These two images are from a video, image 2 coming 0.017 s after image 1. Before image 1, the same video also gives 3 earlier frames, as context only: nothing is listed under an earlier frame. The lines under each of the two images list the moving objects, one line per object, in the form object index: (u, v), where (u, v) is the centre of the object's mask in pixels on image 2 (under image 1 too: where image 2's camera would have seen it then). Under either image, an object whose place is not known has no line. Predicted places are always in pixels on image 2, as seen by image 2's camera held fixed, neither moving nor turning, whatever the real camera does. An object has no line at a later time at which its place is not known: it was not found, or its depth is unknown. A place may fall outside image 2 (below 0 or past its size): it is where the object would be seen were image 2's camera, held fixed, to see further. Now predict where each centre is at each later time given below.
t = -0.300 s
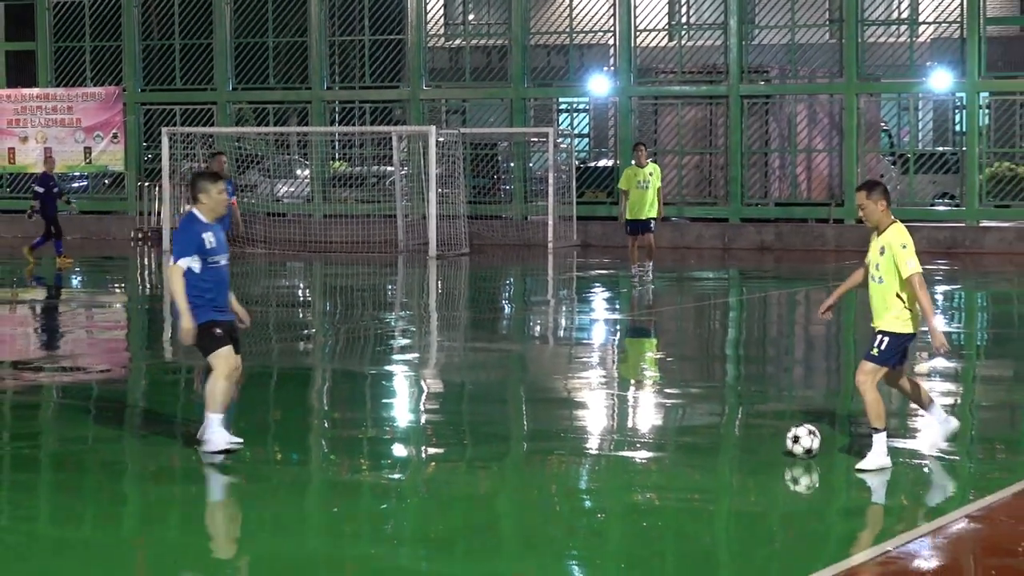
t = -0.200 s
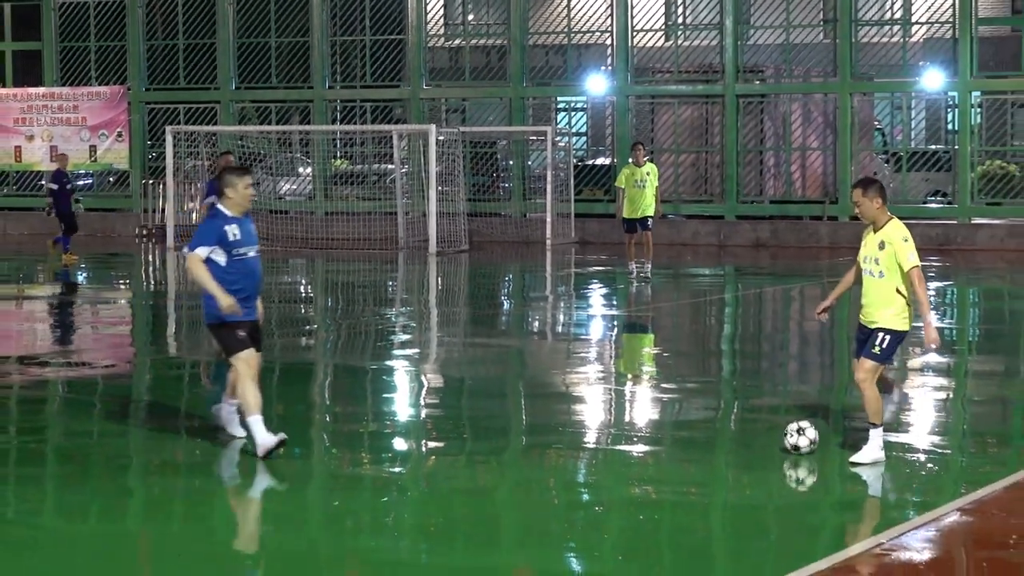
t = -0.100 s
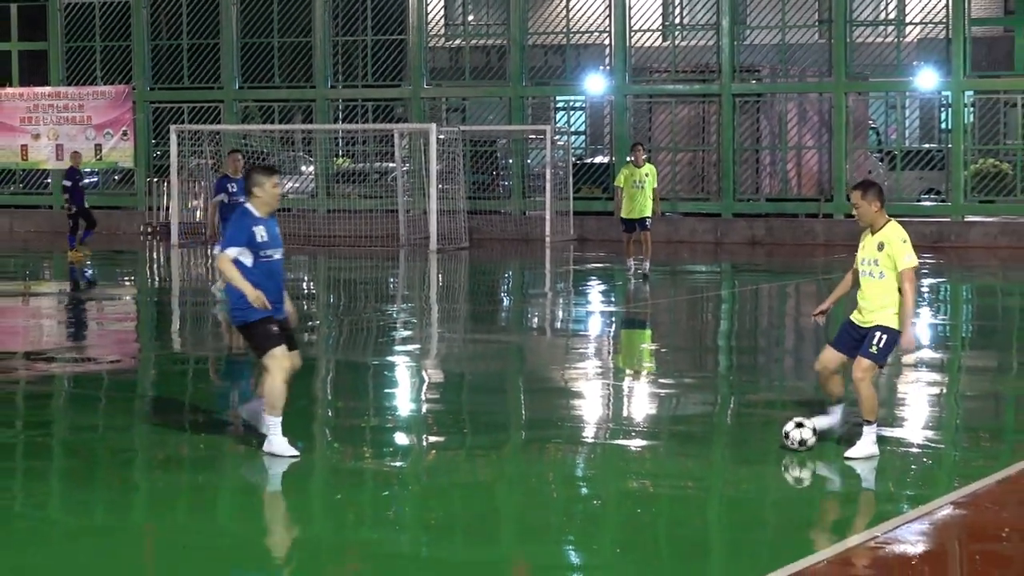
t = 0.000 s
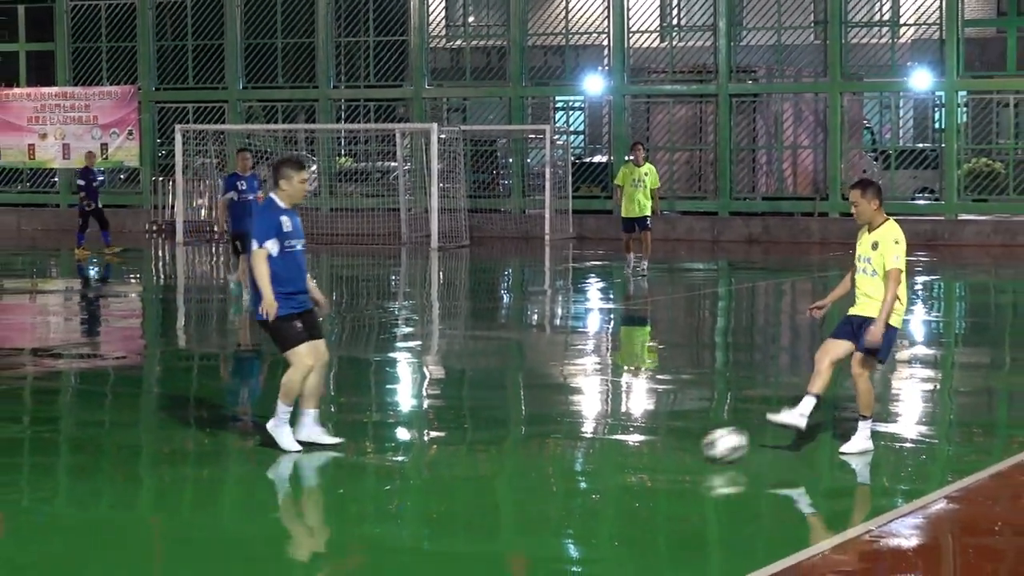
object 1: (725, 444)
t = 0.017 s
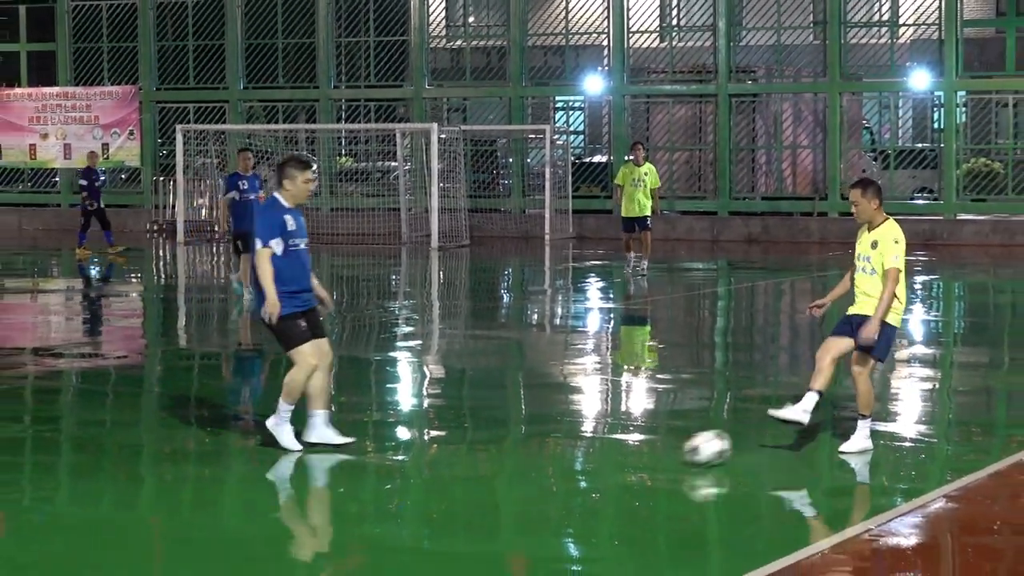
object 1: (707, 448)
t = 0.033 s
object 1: (690, 452)
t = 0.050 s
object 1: (672, 456)
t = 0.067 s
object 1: (653, 460)
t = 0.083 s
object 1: (634, 465)
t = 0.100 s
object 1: (614, 469)
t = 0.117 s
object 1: (596, 474)
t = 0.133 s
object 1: (576, 478)
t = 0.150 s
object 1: (555, 483)
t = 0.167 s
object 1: (535, 488)
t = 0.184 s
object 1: (514, 492)
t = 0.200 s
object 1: (493, 497)
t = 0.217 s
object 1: (471, 503)
